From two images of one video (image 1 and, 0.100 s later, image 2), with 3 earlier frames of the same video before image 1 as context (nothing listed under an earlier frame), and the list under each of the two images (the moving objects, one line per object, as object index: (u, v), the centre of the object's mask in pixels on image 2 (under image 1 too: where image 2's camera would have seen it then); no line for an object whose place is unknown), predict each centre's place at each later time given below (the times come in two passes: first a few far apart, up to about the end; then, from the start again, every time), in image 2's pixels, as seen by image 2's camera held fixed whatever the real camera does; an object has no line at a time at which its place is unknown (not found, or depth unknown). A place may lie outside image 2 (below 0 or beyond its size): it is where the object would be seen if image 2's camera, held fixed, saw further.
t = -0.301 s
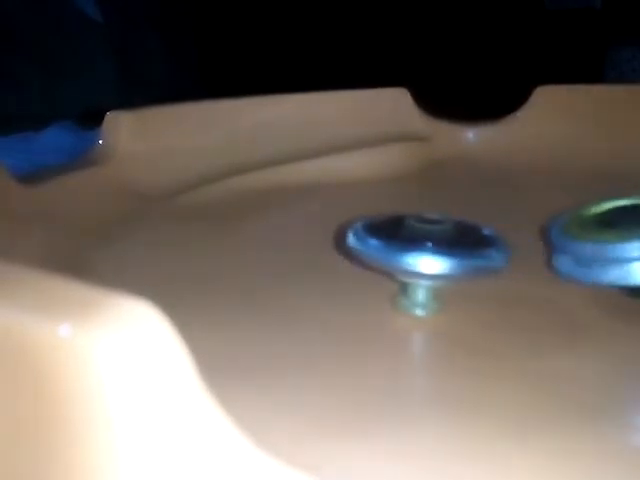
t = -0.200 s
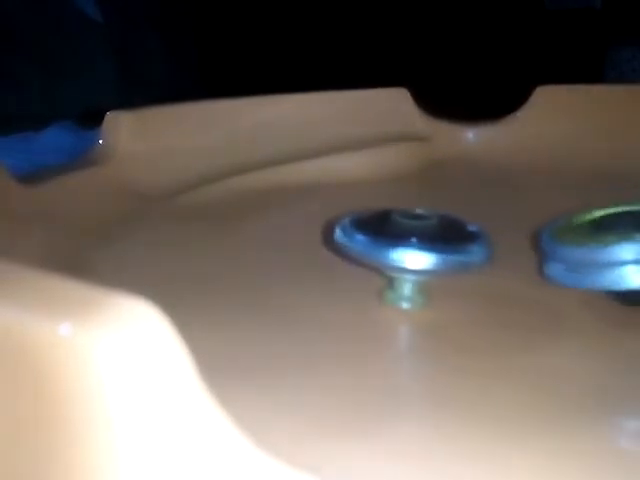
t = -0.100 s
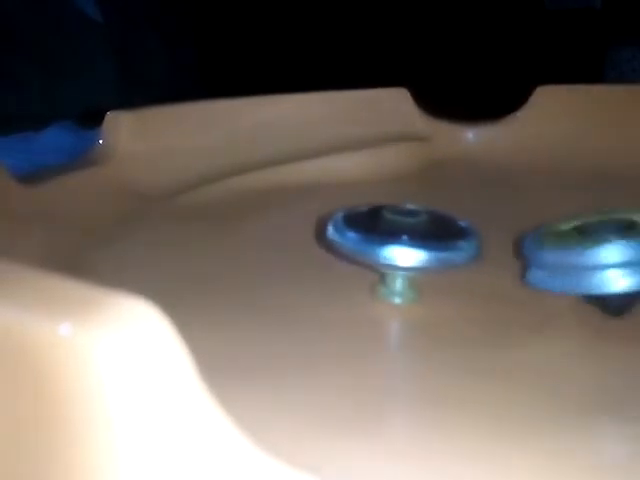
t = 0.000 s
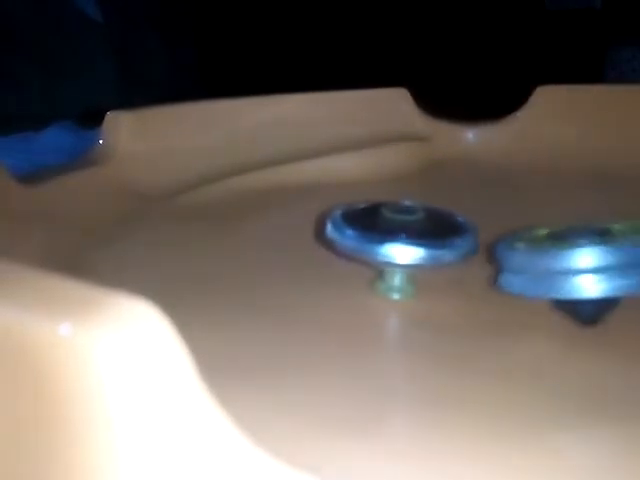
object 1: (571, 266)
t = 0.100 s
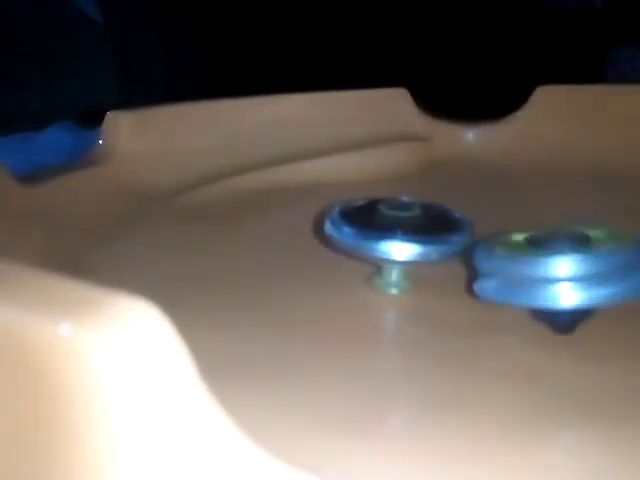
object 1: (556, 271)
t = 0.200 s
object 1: (542, 276)
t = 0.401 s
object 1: (512, 290)
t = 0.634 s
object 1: (501, 300)
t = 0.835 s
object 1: (497, 294)
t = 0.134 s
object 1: (553, 273)
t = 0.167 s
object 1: (549, 274)
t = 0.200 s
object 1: (542, 276)
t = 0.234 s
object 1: (533, 277)
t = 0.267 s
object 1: (527, 279)
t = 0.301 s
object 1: (520, 280)
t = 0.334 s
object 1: (511, 282)
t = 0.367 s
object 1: (513, 287)
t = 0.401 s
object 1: (512, 290)
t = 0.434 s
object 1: (509, 292)
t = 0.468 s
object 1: (508, 296)
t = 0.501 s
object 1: (506, 297)
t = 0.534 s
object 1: (504, 299)
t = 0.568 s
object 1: (503, 300)
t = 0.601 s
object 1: (501, 301)
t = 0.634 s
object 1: (501, 300)
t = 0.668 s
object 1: (500, 300)
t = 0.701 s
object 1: (500, 299)
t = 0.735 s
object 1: (499, 298)
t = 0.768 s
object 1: (500, 298)
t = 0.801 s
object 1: (497, 296)
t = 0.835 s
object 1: (497, 294)
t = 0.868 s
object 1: (497, 292)
